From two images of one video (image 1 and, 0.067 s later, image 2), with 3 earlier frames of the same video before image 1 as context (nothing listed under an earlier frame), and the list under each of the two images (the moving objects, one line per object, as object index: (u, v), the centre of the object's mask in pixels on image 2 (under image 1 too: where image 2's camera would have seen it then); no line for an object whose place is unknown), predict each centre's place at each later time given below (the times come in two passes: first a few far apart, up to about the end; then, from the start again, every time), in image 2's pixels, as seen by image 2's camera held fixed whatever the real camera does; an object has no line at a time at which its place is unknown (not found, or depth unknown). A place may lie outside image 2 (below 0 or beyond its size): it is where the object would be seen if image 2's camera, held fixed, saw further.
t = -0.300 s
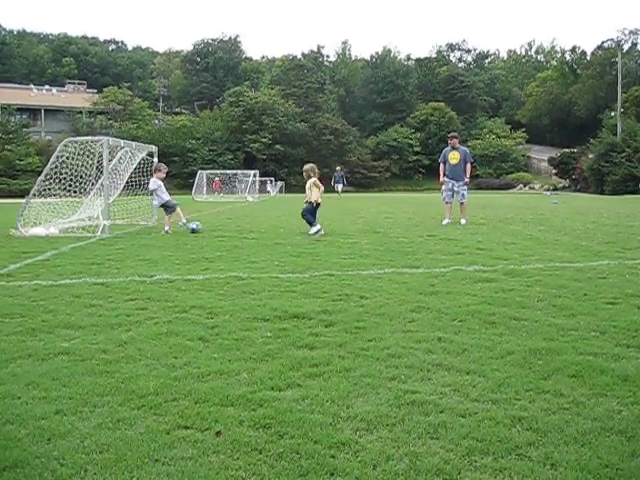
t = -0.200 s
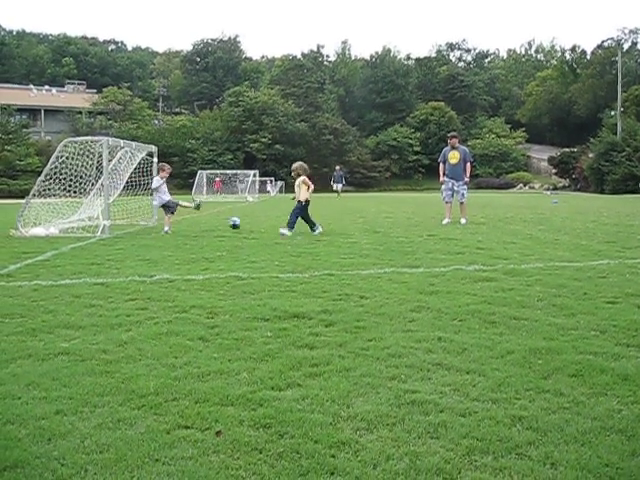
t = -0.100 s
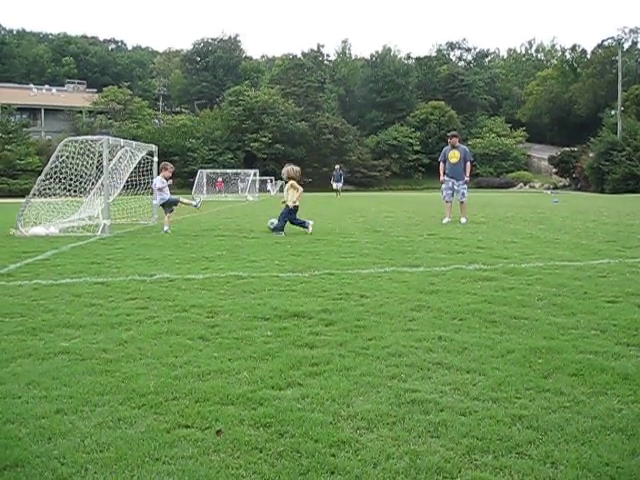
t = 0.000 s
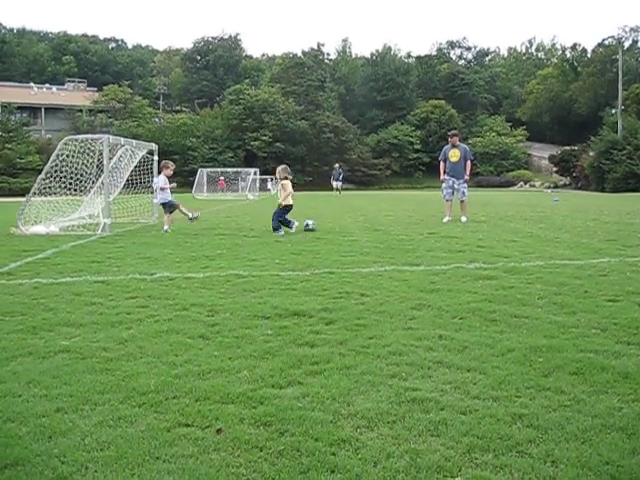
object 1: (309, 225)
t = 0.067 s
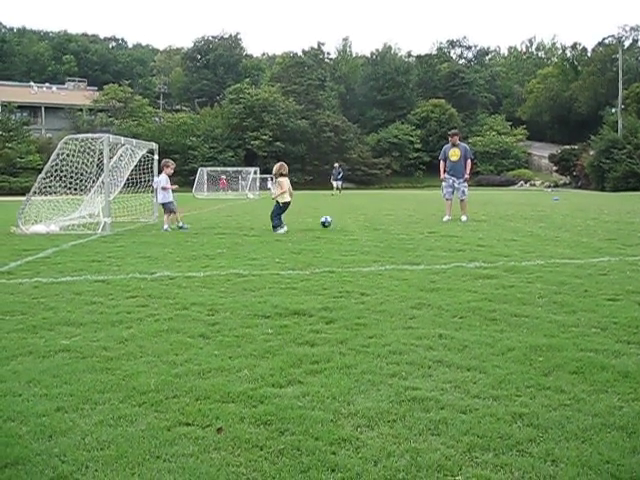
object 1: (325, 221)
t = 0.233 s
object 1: (366, 224)
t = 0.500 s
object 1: (413, 225)
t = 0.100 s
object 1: (333, 220)
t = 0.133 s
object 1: (341, 220)
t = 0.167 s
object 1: (350, 221)
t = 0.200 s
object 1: (358, 222)
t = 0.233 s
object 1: (366, 224)
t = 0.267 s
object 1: (374, 225)
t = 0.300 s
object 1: (379, 224)
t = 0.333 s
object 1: (385, 223)
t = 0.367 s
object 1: (391, 223)
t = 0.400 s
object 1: (396, 223)
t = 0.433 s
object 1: (402, 224)
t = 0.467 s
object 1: (407, 225)
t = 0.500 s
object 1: (413, 225)
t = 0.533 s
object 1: (419, 225)
